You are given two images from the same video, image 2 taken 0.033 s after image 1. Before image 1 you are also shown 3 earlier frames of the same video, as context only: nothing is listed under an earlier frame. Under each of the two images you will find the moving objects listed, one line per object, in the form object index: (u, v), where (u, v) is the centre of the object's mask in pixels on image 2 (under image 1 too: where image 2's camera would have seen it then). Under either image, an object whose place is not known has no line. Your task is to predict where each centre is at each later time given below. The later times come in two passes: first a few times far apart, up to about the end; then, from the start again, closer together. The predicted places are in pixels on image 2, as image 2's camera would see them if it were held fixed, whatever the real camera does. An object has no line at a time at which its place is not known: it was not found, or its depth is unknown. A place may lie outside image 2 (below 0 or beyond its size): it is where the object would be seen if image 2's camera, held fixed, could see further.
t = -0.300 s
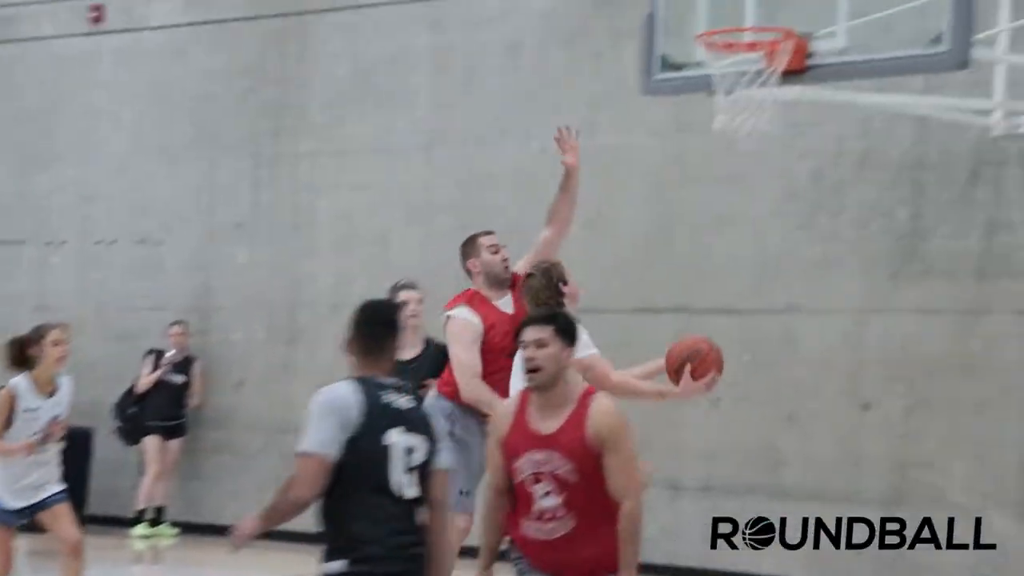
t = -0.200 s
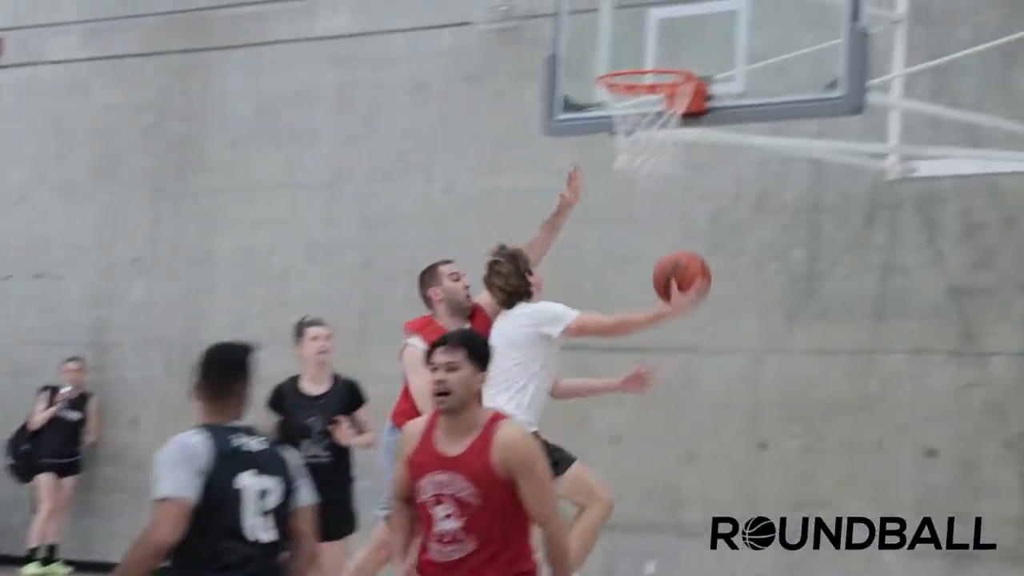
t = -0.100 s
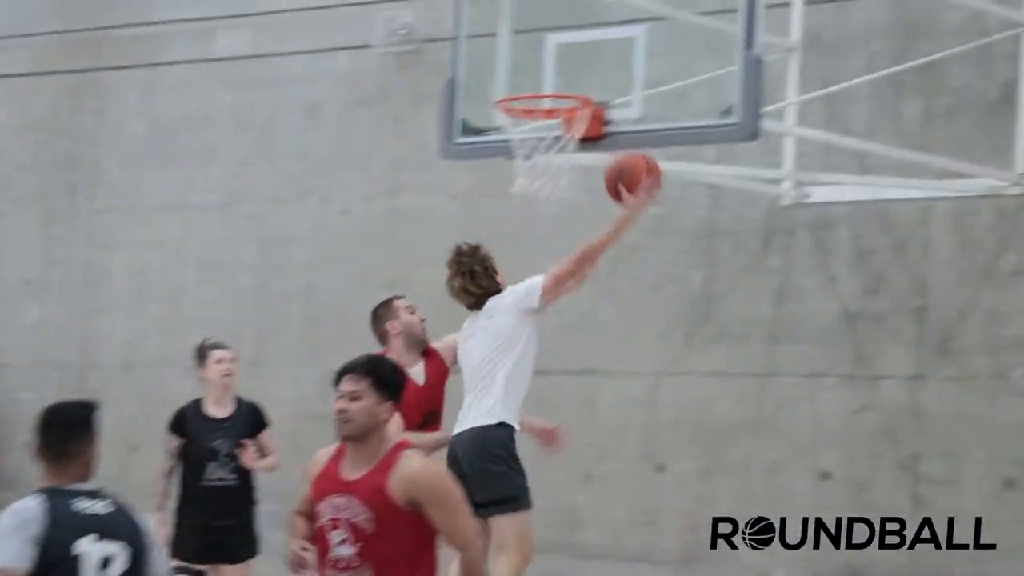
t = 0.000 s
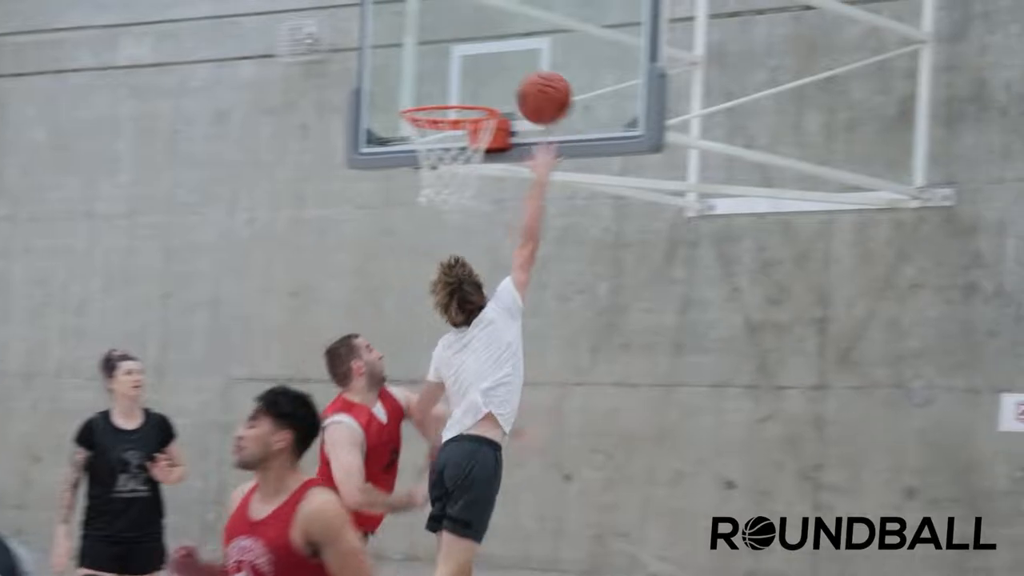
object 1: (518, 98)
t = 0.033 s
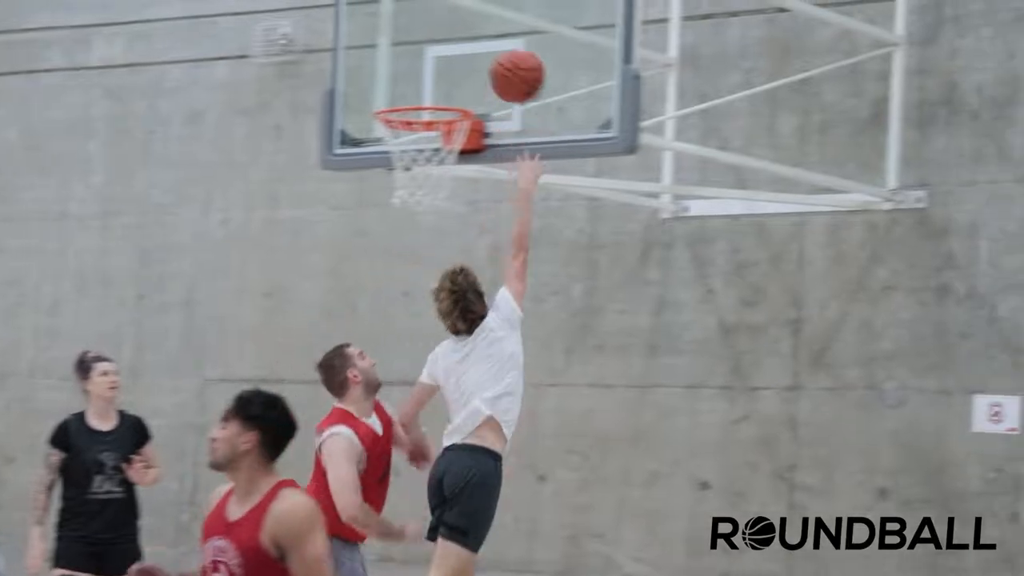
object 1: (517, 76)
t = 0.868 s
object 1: (438, 116)
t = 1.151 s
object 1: (411, 196)
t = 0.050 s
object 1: (516, 65)
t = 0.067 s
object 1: (515, 56)
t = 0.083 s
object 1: (514, 47)
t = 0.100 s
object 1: (513, 39)
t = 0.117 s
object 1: (512, 31)
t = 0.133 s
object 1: (511, 24)
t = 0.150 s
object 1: (510, 18)
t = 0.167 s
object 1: (509, 14)
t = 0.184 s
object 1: (508, 11)
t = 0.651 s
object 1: (437, 67)
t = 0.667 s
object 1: (429, 74)
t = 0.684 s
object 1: (421, 81)
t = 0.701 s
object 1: (412, 87)
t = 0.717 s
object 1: (404, 97)
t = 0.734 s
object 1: (396, 107)
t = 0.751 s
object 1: (402, 107)
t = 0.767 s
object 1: (411, 106)
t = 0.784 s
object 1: (419, 108)
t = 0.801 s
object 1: (427, 108)
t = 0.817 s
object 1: (437, 114)
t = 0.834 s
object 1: (442, 115)
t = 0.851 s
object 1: (440, 116)
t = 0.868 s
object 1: (438, 116)
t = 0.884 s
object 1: (436, 117)
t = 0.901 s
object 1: (432, 121)
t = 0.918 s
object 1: (429, 124)
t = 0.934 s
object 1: (423, 129)
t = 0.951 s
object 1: (422, 131)
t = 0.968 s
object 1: (420, 131)
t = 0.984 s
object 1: (420, 137)
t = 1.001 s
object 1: (419, 140)
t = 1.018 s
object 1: (417, 145)
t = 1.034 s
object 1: (415, 150)
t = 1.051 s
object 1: (415, 154)
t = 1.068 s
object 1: (413, 161)
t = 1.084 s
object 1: (412, 167)
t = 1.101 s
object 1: (411, 172)
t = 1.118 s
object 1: (411, 178)
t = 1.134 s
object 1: (412, 185)
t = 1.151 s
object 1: (411, 196)
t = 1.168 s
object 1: (412, 198)
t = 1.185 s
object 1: (411, 204)
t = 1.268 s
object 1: (411, 251)
